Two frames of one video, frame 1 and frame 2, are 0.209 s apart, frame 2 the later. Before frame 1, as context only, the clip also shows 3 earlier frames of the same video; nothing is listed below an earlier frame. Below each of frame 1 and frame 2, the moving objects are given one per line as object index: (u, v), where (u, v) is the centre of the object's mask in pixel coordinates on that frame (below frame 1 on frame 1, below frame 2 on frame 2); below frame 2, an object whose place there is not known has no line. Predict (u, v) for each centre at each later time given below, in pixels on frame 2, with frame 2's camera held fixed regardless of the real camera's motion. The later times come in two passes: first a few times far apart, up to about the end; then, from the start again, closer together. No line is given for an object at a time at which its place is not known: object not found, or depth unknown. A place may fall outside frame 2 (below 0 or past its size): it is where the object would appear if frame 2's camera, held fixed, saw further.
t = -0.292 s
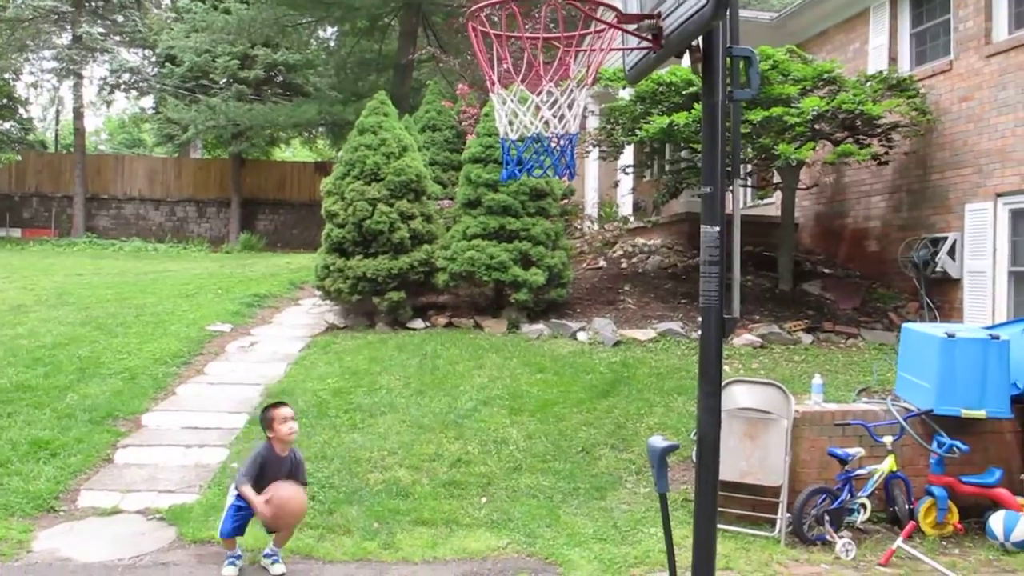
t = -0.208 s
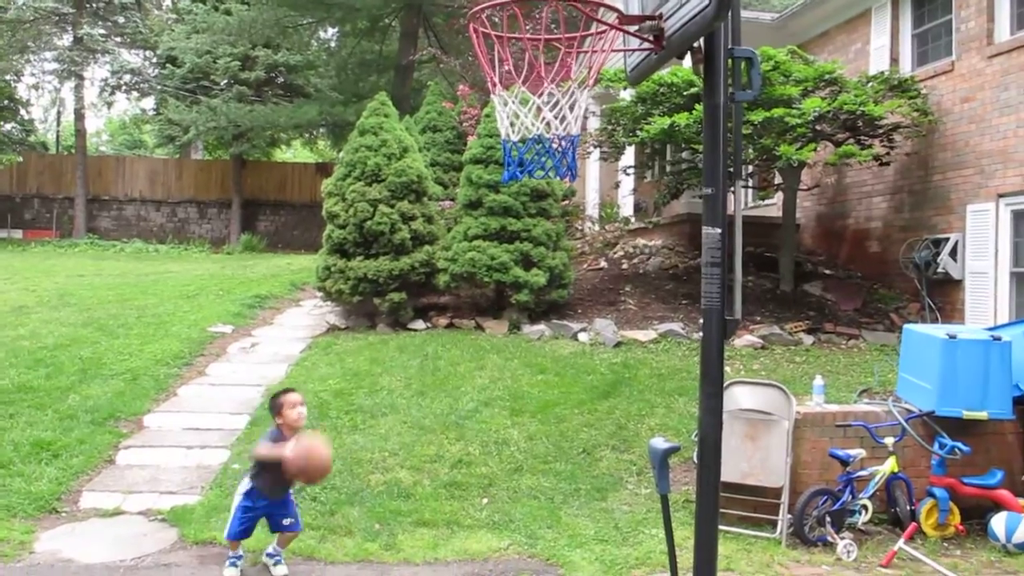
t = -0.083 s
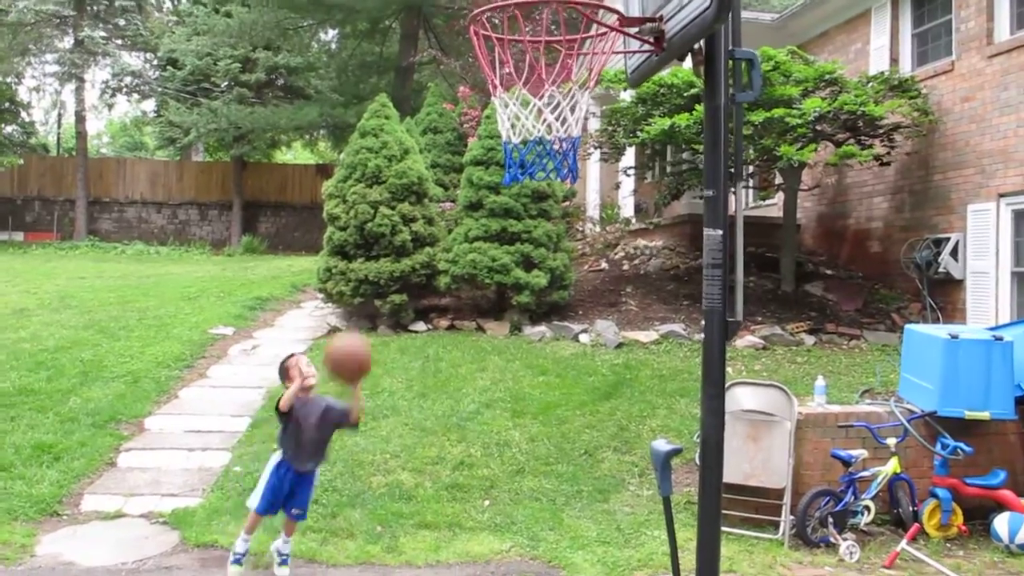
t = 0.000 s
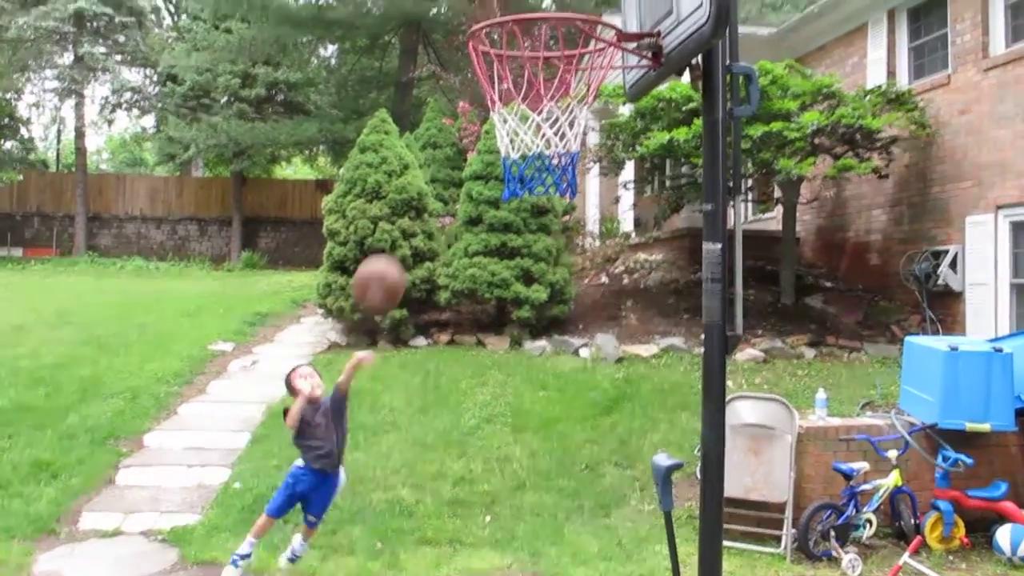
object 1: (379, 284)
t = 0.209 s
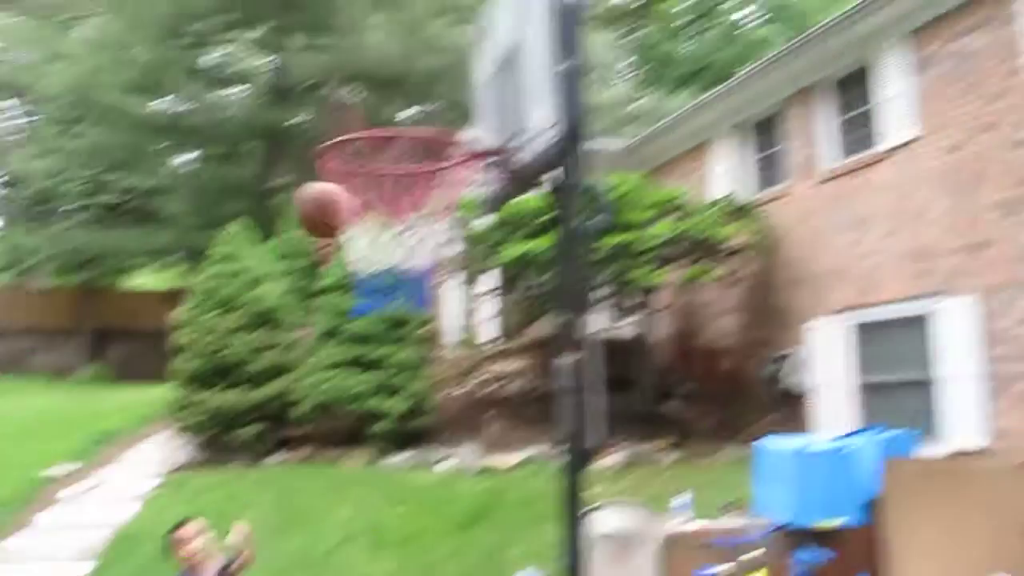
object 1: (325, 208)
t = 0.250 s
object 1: (341, 180)
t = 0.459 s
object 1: (447, 100)
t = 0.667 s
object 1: (406, 147)
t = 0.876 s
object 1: (352, 309)
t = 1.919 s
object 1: (257, 513)
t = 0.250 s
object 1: (341, 180)
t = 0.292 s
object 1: (370, 146)
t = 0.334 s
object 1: (384, 117)
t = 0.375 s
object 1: (405, 111)
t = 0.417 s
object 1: (426, 106)
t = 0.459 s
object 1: (447, 100)
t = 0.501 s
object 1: (448, 99)
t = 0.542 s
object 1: (440, 102)
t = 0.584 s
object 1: (429, 106)
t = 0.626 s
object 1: (418, 122)
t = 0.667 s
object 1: (406, 147)
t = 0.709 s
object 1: (393, 174)
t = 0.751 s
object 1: (383, 205)
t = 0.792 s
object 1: (369, 242)
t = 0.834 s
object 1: (361, 283)
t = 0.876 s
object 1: (352, 309)
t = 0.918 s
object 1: (344, 350)
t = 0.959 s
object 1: (335, 406)
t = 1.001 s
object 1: (327, 456)
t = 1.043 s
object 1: (318, 523)
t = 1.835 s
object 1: (261, 481)
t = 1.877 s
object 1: (259, 494)
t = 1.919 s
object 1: (257, 513)
